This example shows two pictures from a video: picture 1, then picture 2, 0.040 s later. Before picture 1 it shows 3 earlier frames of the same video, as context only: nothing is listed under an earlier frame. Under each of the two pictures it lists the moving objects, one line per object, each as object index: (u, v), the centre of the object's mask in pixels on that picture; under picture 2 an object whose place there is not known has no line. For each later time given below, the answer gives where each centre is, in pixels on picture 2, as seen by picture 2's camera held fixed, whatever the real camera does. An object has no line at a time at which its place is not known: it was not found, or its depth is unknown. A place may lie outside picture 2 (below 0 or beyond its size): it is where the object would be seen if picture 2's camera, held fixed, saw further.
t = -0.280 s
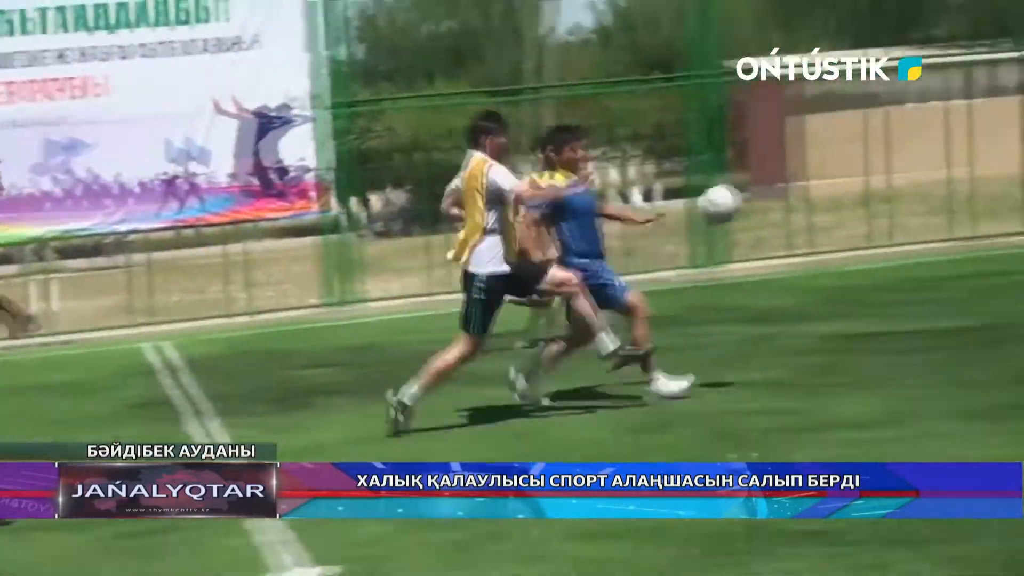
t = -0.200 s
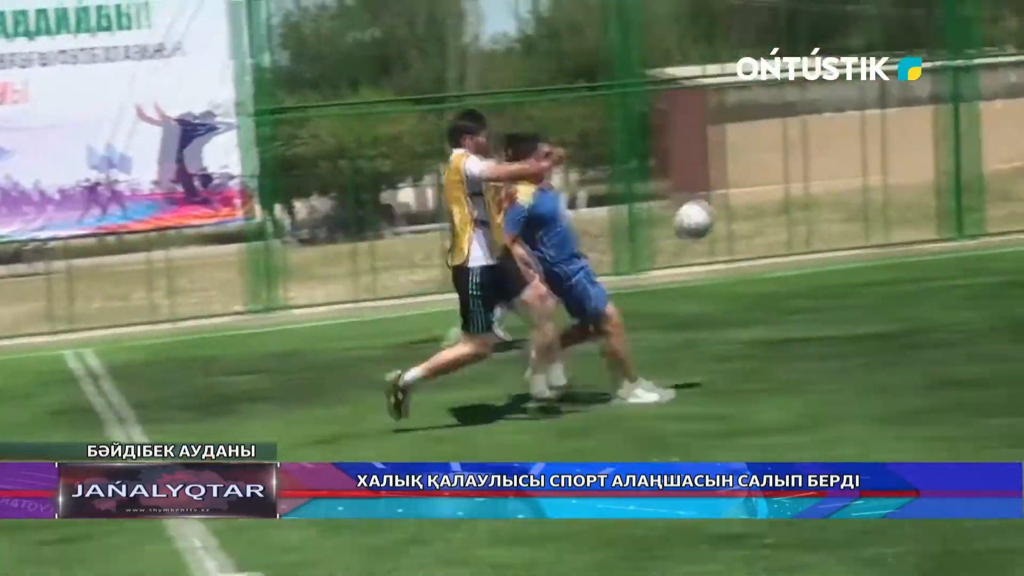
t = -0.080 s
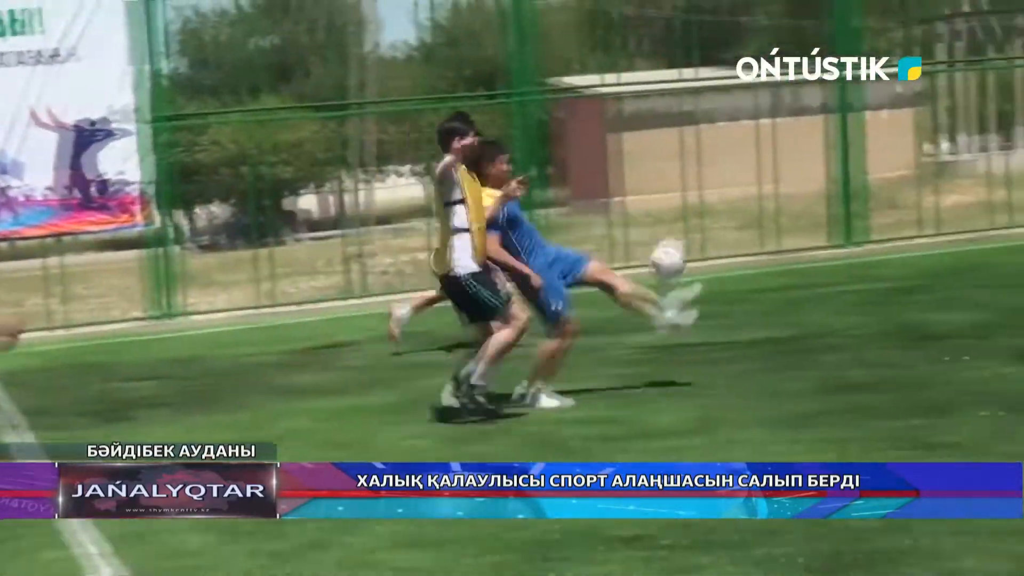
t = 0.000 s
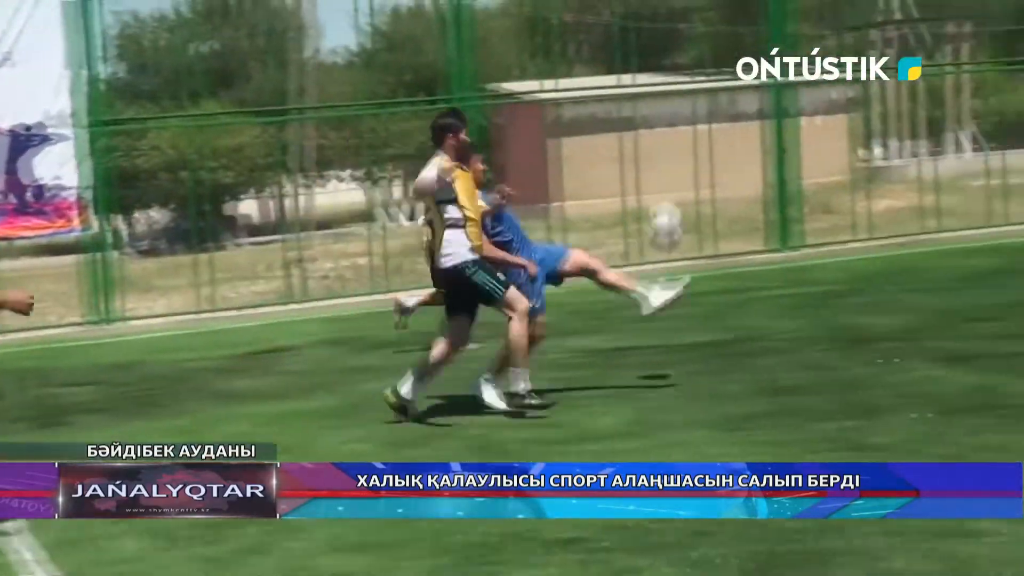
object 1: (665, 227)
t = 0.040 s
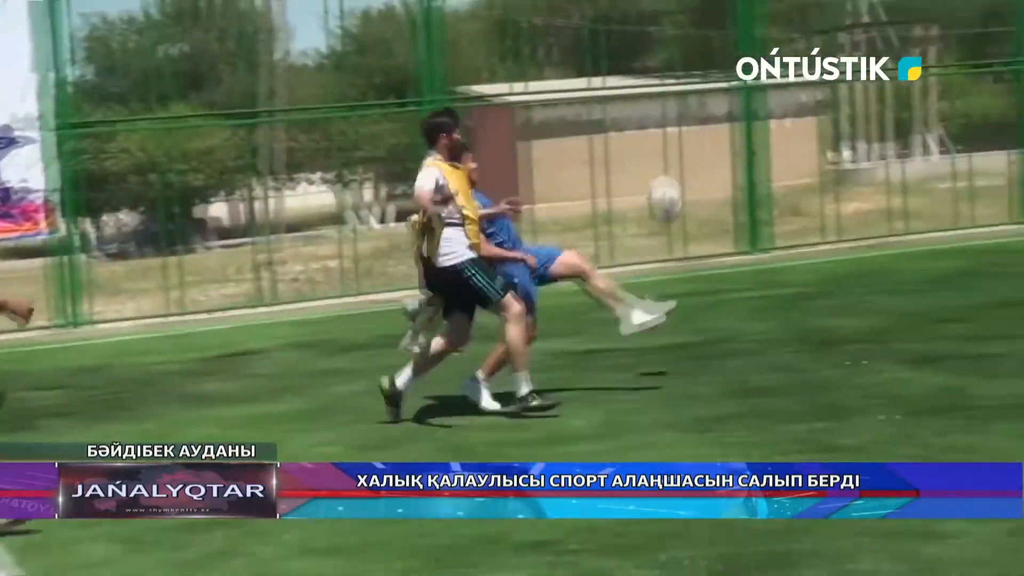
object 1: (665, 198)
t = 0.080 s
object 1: (694, 175)
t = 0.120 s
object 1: (723, 152)
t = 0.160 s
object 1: (750, 129)
